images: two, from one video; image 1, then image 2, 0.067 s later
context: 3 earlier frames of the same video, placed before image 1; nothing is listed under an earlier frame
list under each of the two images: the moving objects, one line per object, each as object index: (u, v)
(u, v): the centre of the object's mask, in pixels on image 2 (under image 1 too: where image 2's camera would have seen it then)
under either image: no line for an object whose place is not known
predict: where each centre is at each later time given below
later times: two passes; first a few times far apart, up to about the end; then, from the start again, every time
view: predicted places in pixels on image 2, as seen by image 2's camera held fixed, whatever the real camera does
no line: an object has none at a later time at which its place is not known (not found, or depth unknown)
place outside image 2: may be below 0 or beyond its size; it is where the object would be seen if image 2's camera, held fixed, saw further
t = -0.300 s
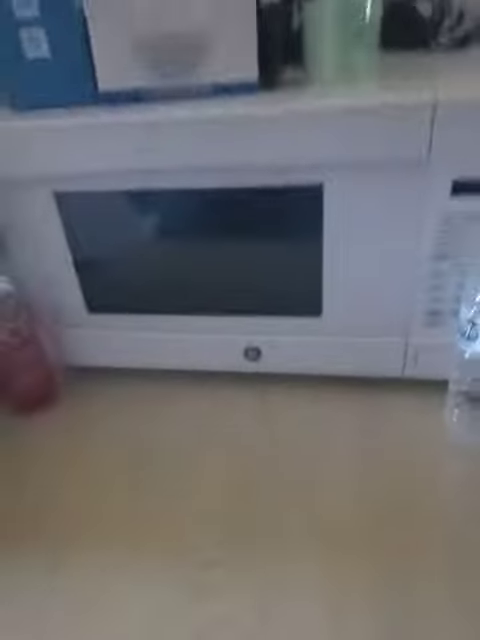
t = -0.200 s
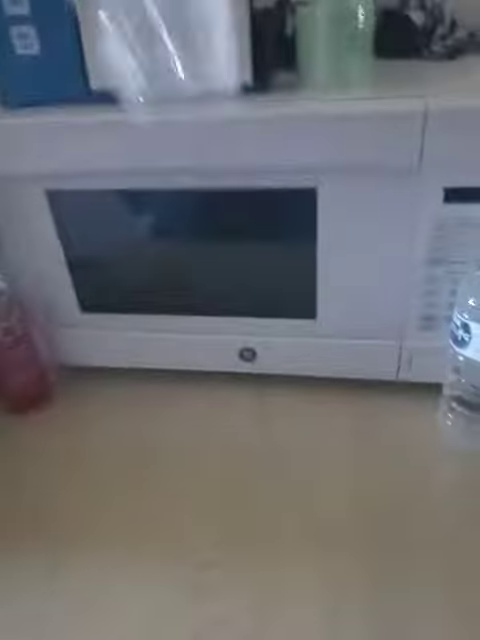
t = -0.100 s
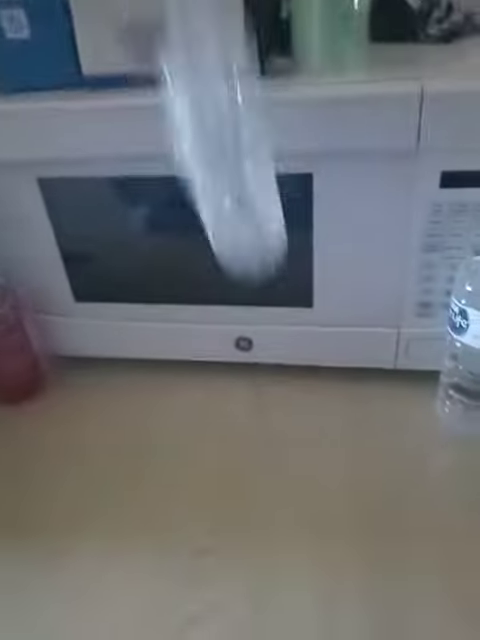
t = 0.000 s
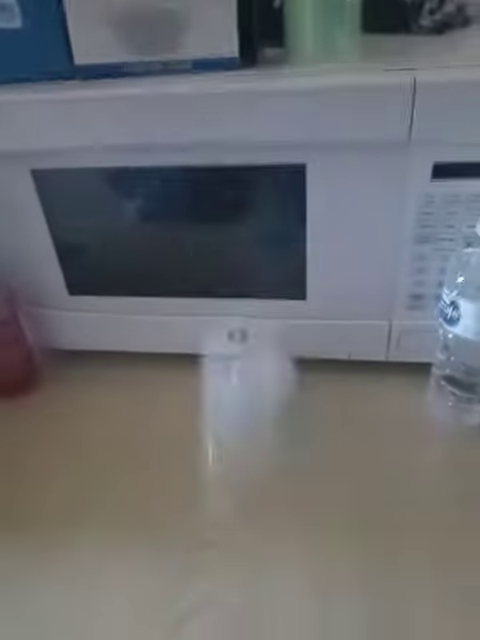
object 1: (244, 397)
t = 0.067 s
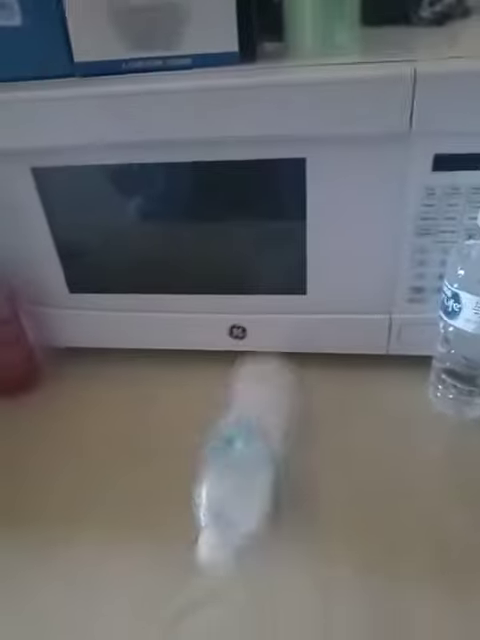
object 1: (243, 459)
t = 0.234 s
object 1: (245, 477)
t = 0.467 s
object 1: (227, 479)
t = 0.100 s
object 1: (243, 473)
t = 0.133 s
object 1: (244, 476)
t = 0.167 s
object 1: (245, 477)
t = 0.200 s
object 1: (245, 476)
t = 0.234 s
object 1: (245, 477)
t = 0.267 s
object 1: (245, 477)
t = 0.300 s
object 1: (242, 476)
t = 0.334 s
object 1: (238, 477)
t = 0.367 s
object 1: (237, 480)
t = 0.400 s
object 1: (233, 479)
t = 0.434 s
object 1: (229, 479)
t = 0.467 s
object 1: (227, 479)
